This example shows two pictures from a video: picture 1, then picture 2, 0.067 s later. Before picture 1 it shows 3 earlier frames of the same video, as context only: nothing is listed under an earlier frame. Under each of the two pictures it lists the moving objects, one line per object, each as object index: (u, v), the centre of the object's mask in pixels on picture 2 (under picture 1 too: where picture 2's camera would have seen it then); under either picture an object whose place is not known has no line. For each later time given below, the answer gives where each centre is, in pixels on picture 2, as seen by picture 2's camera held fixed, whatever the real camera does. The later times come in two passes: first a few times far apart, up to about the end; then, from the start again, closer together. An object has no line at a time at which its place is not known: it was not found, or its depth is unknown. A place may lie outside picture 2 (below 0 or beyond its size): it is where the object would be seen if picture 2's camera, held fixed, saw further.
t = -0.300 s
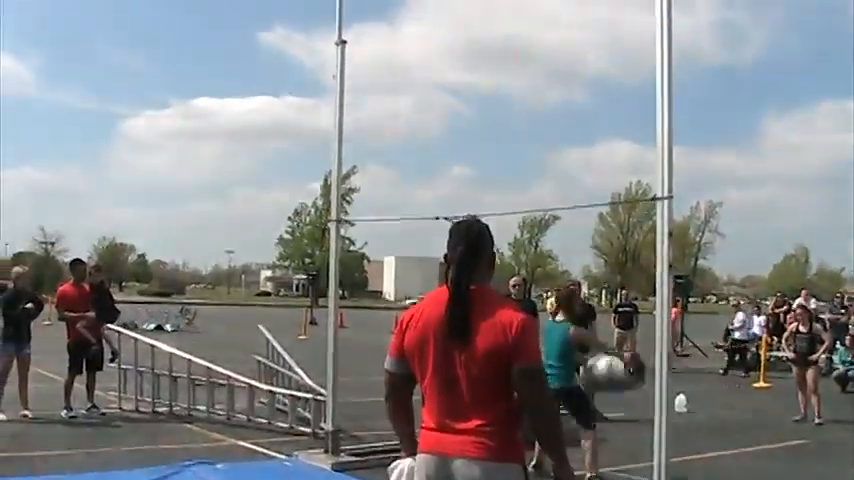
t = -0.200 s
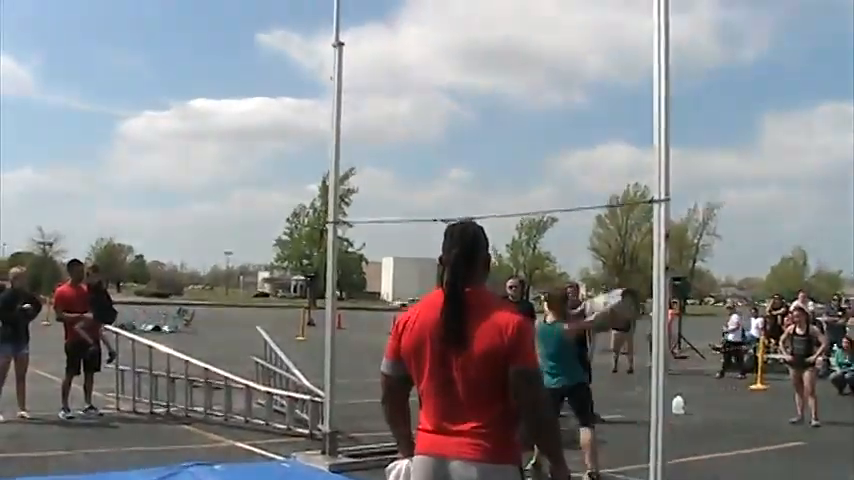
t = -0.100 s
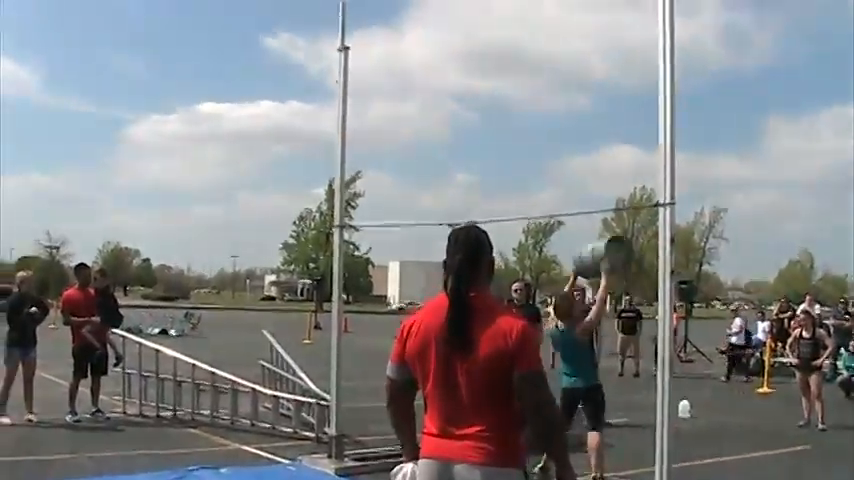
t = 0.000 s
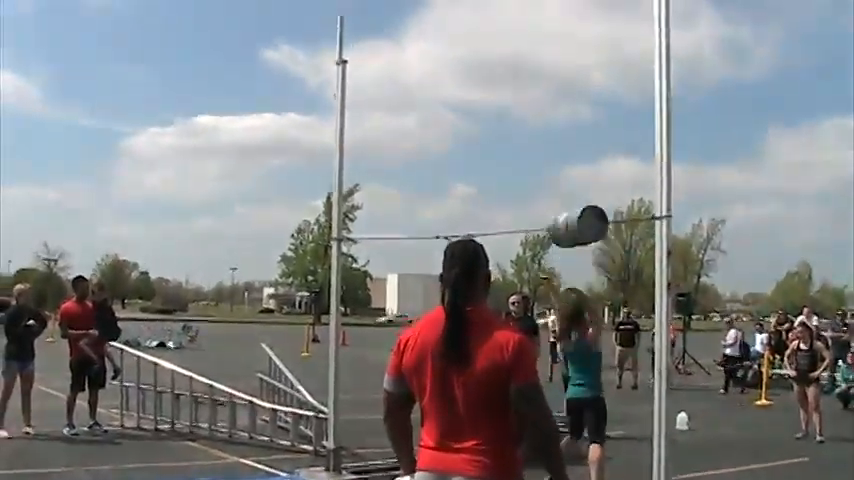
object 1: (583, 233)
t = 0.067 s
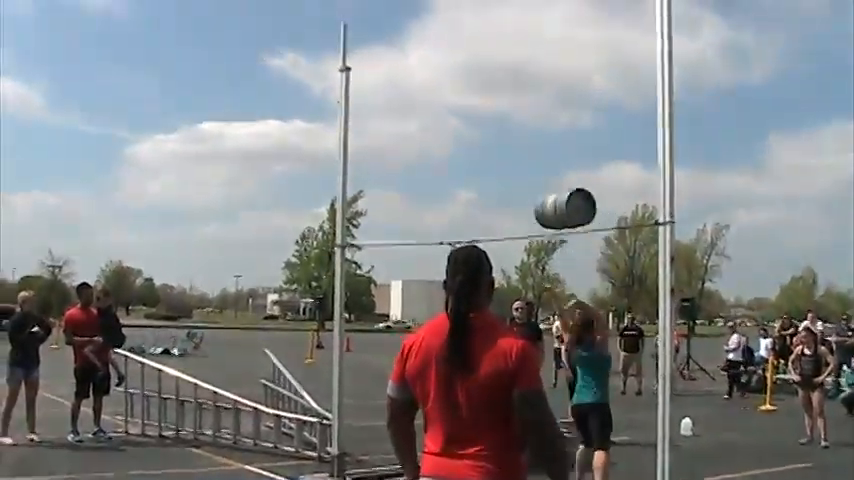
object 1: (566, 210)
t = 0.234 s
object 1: (524, 174)
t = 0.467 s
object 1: (459, 179)
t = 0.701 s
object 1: (388, 256)
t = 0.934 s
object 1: (307, 420)
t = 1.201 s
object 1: (238, 469)
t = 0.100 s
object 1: (558, 200)
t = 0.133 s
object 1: (549, 191)
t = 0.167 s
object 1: (541, 184)
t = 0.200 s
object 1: (532, 178)
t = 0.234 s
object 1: (524, 174)
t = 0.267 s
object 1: (515, 170)
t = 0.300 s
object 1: (506, 168)
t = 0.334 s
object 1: (496, 167)
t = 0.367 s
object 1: (487, 167)
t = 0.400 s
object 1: (478, 169)
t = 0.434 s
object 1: (468, 173)
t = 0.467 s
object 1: (459, 179)
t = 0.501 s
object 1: (449, 185)
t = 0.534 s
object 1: (439, 192)
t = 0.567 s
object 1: (429, 202)
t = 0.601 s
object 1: (419, 214)
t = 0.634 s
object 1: (408, 226)
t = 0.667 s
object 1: (397, 241)
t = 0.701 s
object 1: (388, 256)
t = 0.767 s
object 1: (364, 295)
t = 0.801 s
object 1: (352, 315)
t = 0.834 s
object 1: (340, 340)
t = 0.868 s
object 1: (330, 363)
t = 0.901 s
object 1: (317, 390)
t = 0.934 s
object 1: (307, 420)
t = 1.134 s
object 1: (245, 468)
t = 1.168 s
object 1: (239, 467)
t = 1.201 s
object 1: (238, 469)
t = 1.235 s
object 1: (235, 471)
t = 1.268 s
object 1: (231, 472)
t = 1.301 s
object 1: (227, 474)
